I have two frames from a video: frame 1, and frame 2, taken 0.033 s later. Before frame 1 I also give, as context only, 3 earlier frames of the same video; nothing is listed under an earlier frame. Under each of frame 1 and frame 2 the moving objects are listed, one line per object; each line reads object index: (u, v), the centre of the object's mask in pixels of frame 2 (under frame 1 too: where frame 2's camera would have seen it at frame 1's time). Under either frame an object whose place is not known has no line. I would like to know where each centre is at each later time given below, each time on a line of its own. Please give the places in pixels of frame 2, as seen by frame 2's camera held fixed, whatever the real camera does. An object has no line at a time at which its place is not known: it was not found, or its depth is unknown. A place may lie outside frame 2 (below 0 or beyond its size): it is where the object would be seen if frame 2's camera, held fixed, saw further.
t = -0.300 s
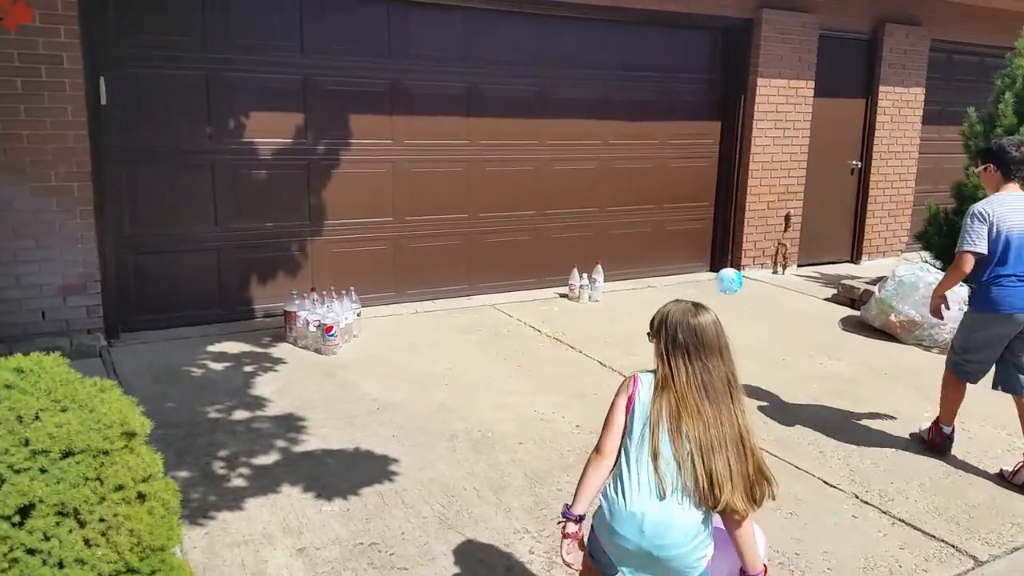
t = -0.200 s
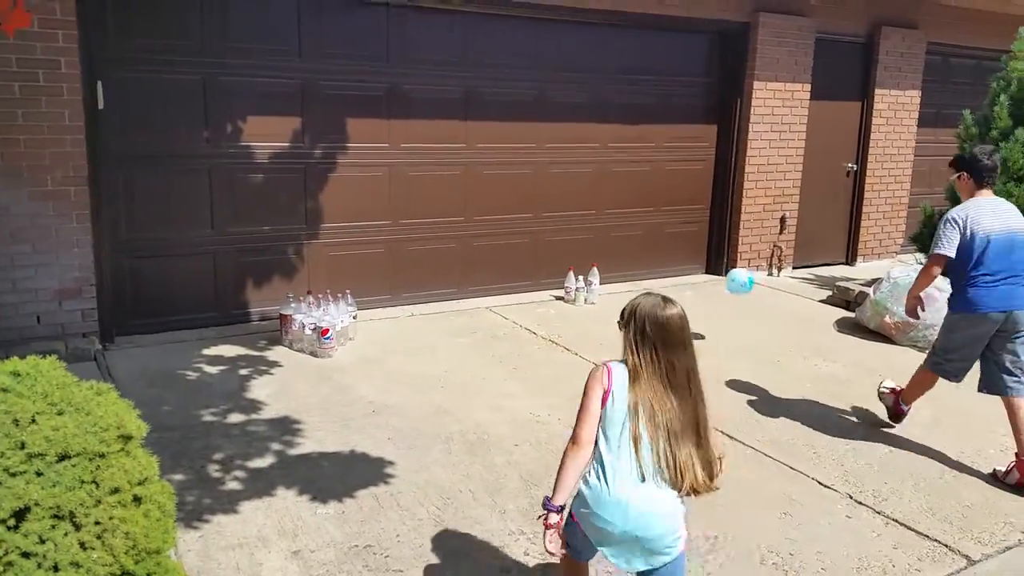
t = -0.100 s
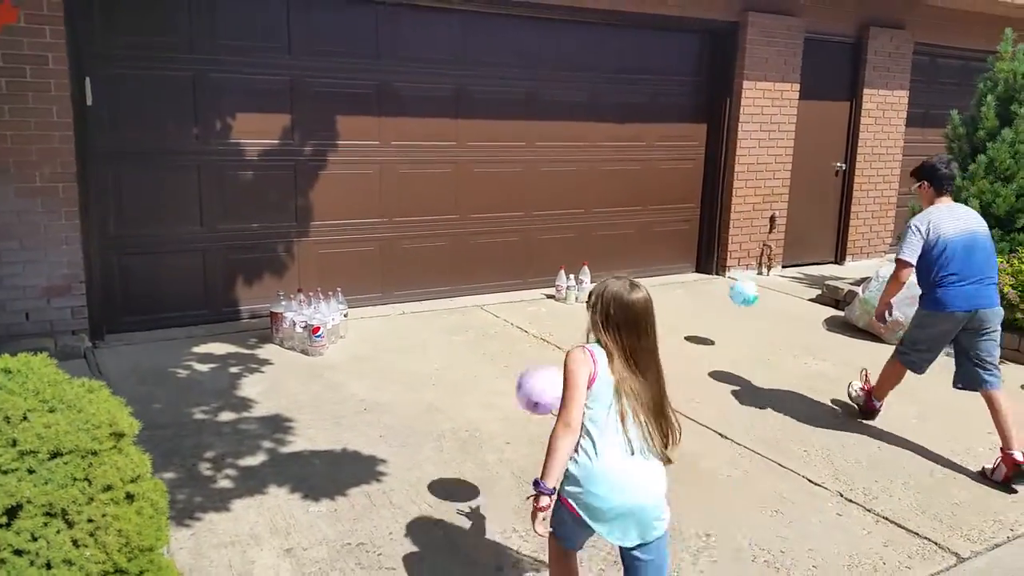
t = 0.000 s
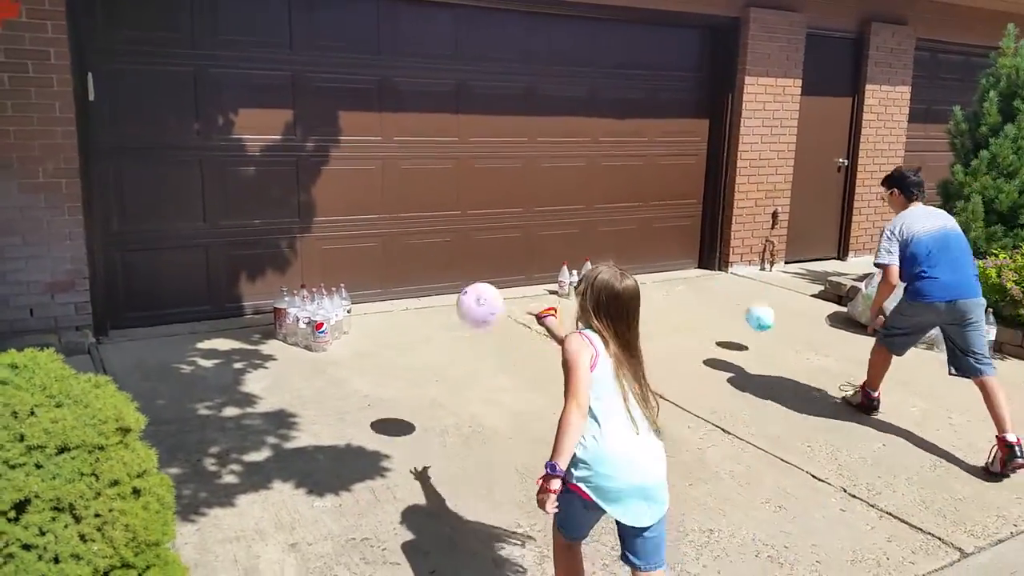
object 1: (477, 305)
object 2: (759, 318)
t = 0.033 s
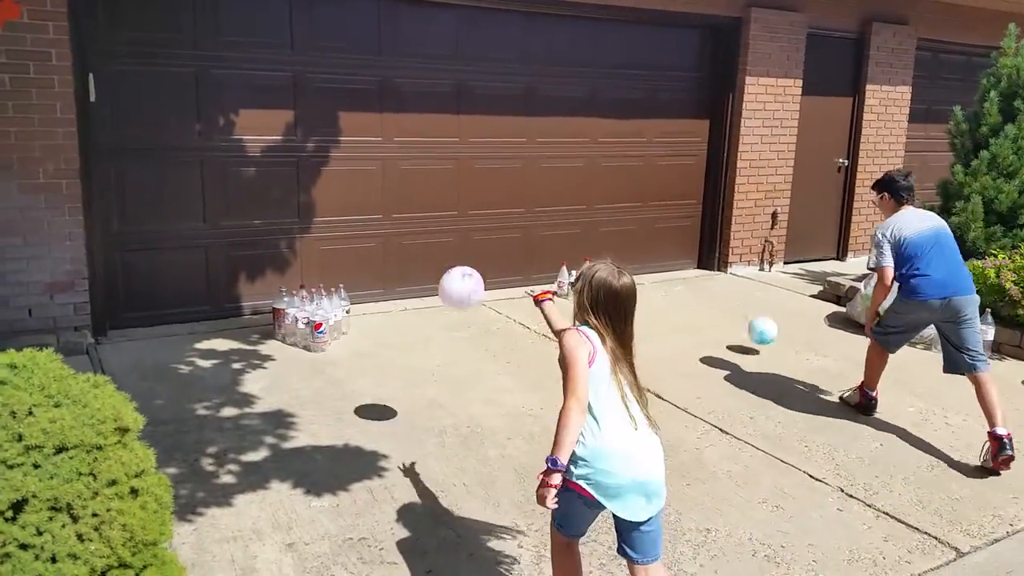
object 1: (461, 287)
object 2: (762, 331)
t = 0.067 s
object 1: (445, 275)
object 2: (765, 345)
